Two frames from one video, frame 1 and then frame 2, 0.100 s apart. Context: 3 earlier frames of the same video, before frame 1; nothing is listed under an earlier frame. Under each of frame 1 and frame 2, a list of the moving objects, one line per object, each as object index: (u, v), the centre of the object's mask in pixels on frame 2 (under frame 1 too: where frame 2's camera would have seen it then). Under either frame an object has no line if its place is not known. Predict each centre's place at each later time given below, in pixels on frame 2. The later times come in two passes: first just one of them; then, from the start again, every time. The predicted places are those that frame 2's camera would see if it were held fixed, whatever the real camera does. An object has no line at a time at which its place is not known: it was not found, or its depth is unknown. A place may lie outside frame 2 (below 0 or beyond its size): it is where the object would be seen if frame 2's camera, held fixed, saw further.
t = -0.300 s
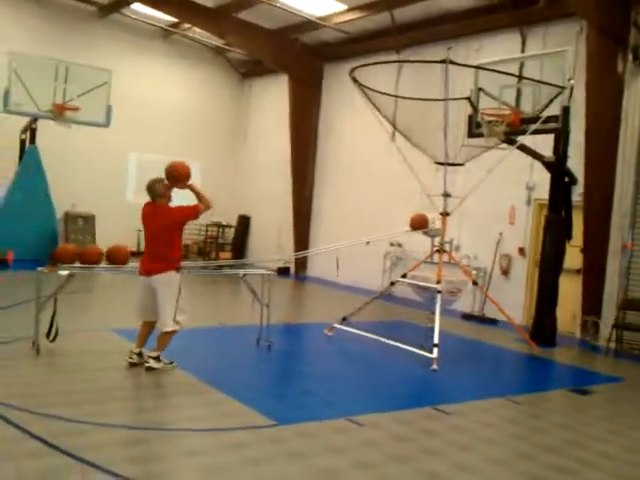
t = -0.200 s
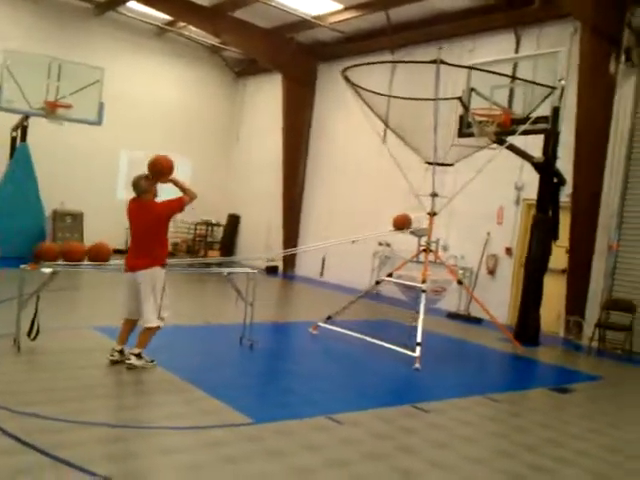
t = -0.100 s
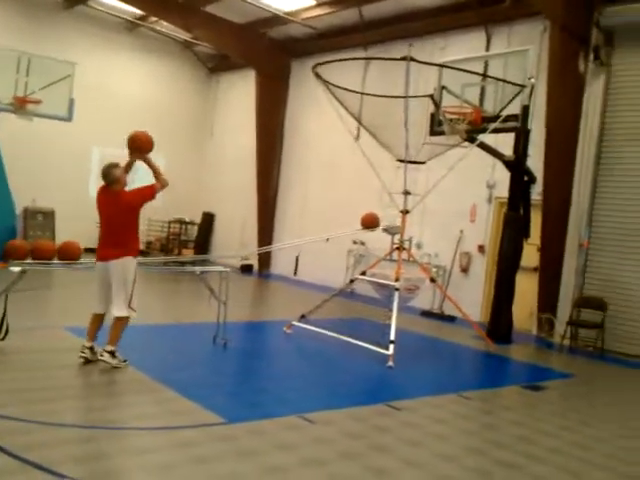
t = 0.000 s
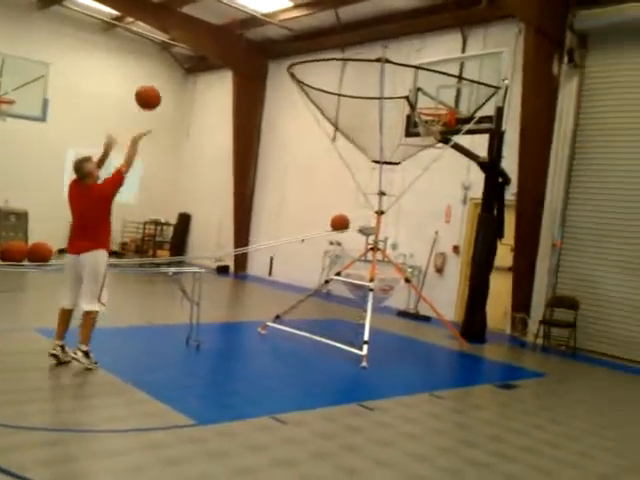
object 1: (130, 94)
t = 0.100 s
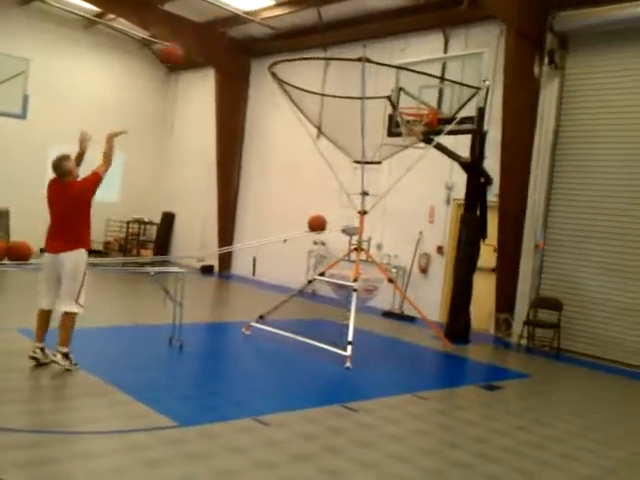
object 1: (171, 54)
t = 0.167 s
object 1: (196, 32)
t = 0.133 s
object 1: (183, 42)
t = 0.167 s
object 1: (196, 32)
